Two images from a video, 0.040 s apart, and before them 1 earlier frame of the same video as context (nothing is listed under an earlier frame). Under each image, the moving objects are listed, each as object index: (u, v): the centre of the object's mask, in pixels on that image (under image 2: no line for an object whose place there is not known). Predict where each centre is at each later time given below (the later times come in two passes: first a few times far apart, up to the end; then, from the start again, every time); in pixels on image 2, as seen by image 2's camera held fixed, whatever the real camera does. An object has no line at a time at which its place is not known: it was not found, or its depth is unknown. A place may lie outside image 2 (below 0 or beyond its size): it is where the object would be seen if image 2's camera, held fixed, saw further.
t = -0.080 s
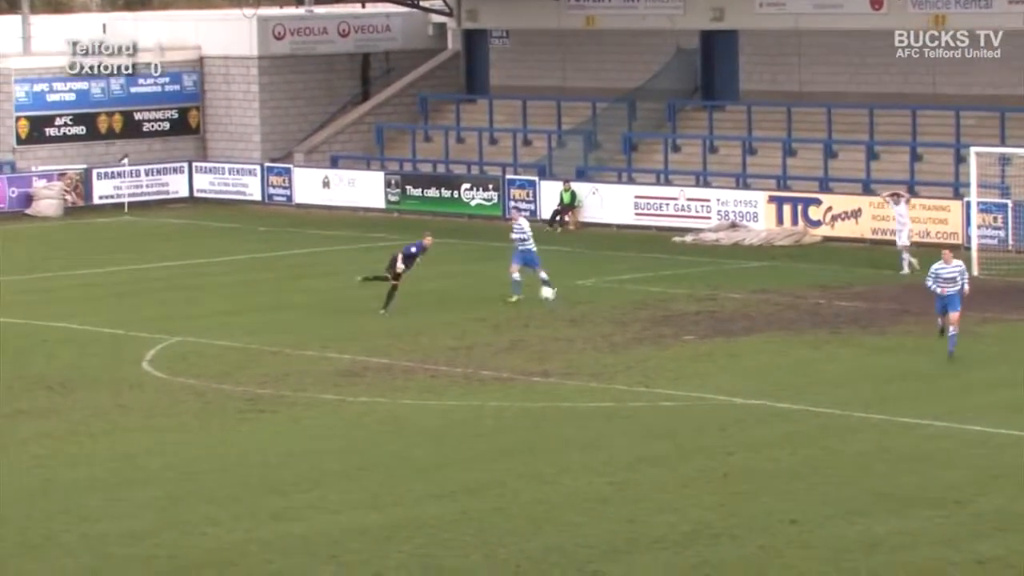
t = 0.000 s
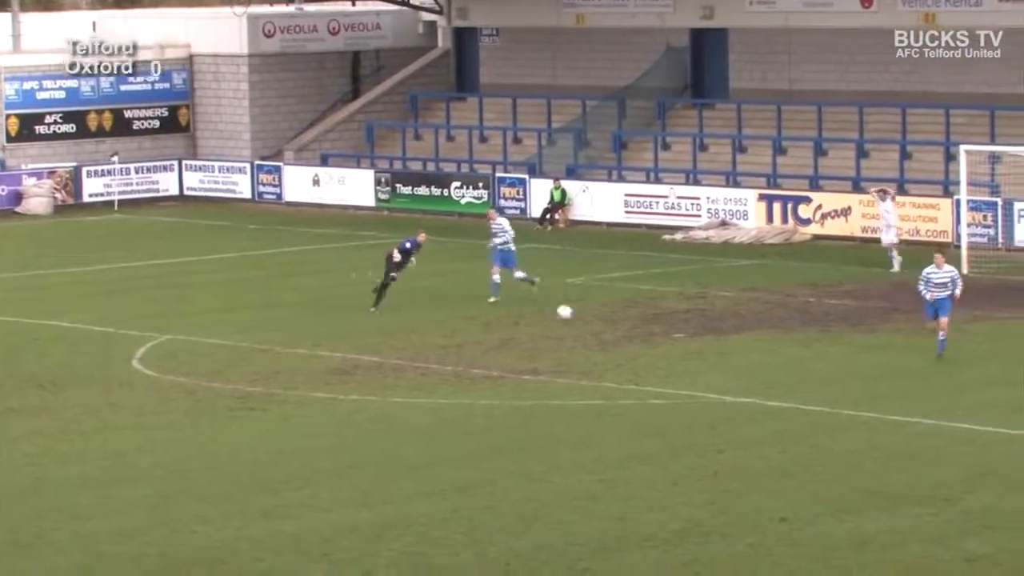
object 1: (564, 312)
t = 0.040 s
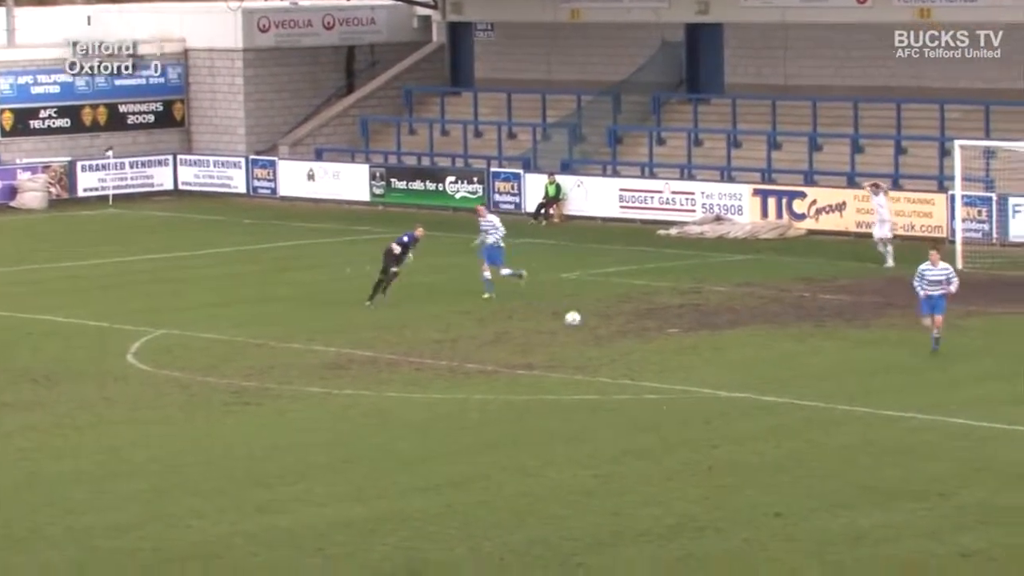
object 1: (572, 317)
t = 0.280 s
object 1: (658, 407)
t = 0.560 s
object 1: (752, 407)
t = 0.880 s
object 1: (868, 484)
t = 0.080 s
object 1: (586, 330)
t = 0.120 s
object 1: (600, 343)
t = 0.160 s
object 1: (614, 357)
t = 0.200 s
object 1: (629, 373)
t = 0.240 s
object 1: (643, 389)
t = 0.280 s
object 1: (658, 407)
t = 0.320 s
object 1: (671, 406)
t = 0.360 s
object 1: (684, 403)
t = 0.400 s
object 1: (698, 402)
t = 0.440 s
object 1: (710, 401)
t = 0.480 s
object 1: (724, 402)
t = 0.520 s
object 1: (738, 404)
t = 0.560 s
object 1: (752, 407)
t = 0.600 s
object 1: (766, 412)
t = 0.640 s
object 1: (780, 417)
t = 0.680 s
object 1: (794, 424)
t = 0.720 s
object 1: (807, 434)
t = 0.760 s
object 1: (822, 443)
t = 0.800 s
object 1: (837, 455)
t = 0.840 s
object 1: (852, 469)
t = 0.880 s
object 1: (868, 484)
